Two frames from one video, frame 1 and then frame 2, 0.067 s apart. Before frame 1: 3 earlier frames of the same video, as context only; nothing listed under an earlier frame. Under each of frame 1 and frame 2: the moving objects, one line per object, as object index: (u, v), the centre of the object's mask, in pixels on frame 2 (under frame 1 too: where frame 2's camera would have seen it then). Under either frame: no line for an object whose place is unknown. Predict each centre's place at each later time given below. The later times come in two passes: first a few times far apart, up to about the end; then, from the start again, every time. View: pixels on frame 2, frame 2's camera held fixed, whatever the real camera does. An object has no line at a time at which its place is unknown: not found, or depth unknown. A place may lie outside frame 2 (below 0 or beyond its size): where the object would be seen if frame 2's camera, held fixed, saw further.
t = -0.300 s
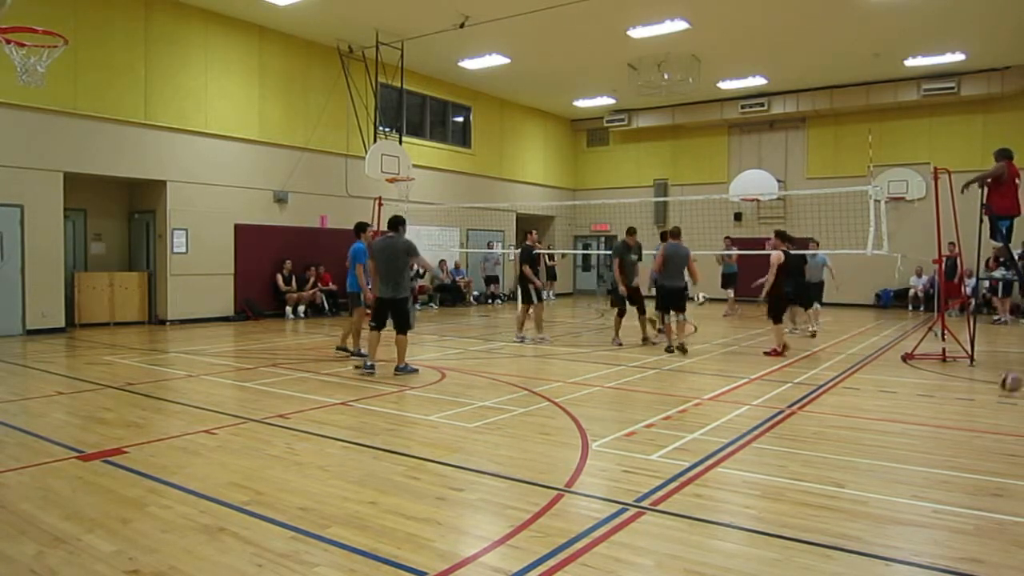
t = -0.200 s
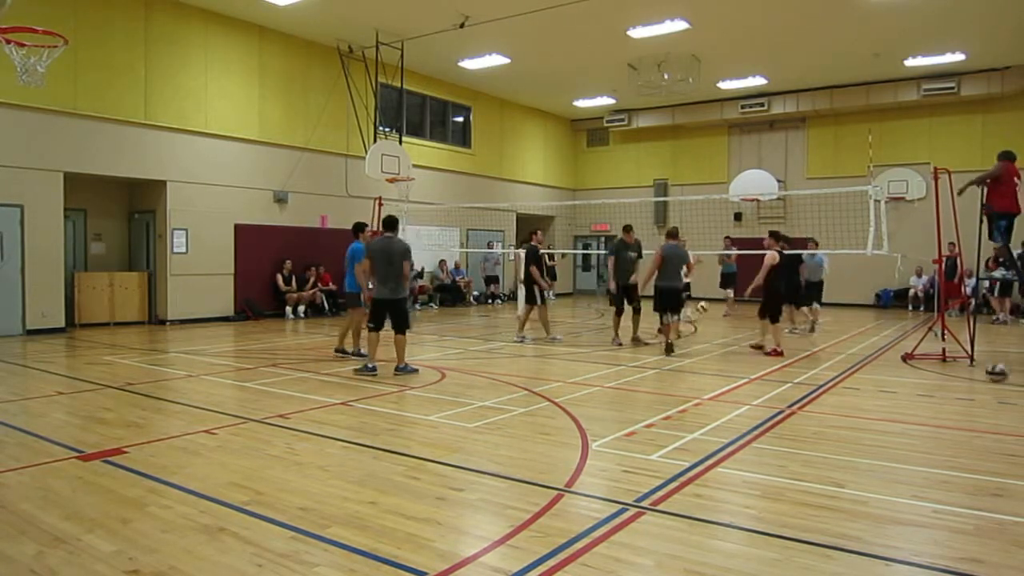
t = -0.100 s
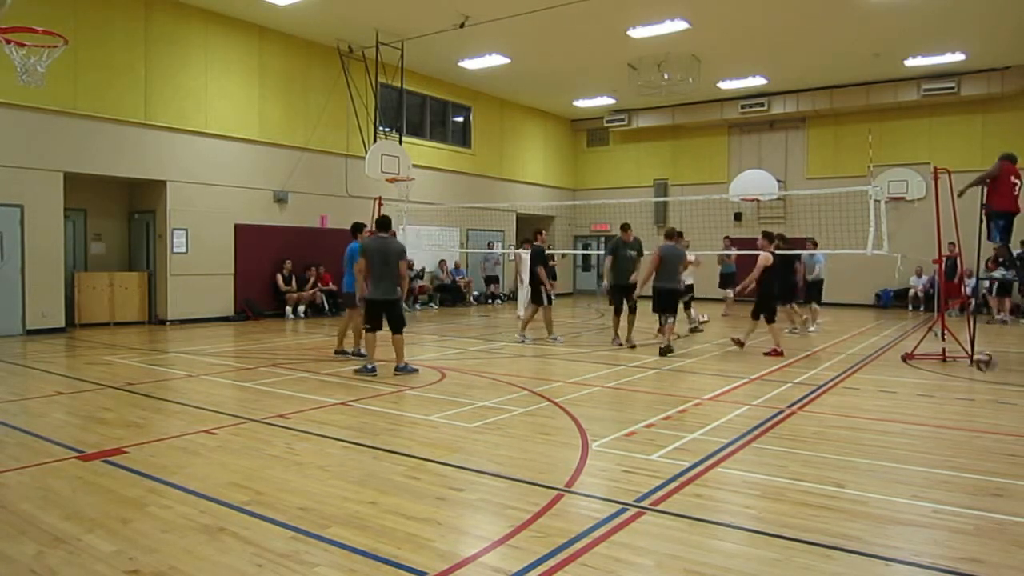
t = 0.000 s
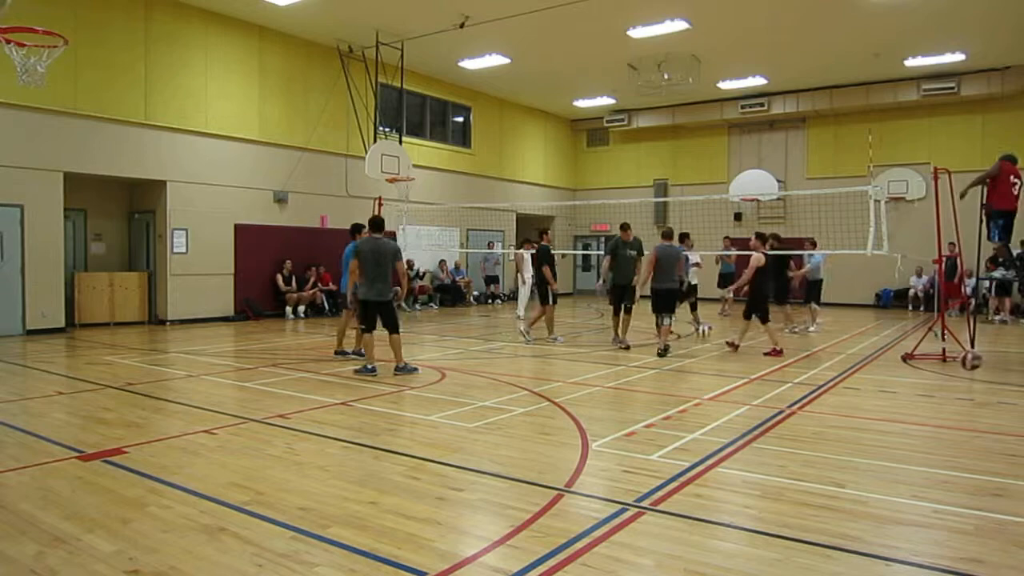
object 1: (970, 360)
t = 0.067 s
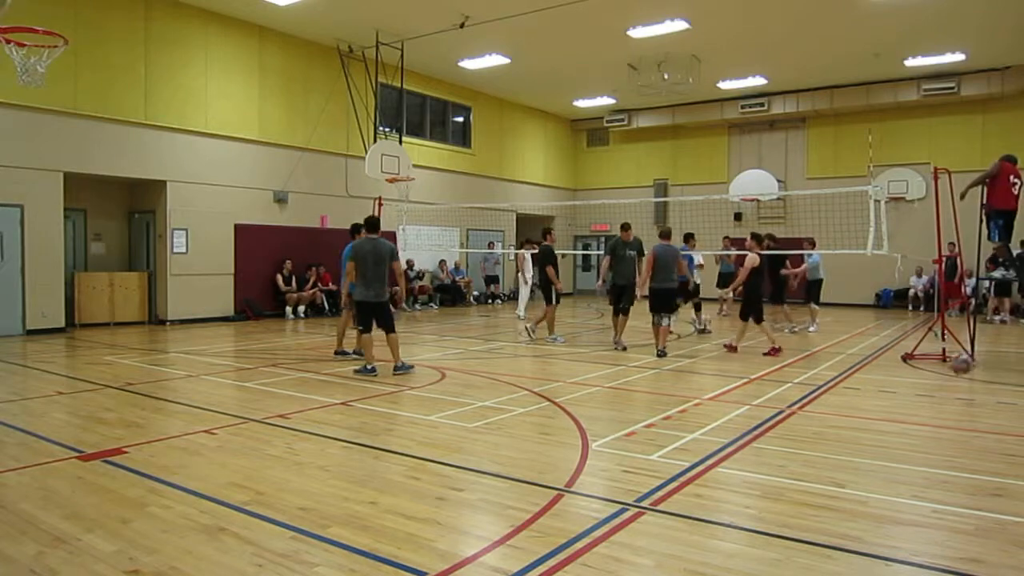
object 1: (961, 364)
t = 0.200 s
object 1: (940, 388)
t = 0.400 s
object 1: (911, 376)
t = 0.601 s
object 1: (881, 389)
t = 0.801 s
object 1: (849, 390)
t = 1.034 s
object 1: (809, 408)
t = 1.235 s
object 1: (773, 402)
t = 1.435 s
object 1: (735, 412)
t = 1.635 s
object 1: (694, 424)
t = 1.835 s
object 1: (652, 428)
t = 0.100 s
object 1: (956, 368)
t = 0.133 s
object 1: (951, 374)
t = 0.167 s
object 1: (946, 380)
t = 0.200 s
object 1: (940, 388)
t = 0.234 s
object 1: (935, 396)
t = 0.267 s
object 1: (931, 391)
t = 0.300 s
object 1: (926, 386)
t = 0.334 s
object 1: (921, 381)
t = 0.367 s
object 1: (916, 378)
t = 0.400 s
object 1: (911, 376)
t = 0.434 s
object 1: (907, 375)
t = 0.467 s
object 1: (902, 376)
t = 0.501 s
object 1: (896, 377)
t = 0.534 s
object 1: (891, 379)
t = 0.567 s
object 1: (886, 383)
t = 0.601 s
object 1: (881, 389)
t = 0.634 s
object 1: (875, 395)
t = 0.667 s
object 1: (870, 403)
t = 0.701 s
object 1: (864, 400)
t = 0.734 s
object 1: (859, 395)
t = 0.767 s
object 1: (854, 392)
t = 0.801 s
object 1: (849, 390)
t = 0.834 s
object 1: (844, 388)
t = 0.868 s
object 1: (838, 389)
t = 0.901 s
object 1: (832, 390)
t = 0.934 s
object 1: (827, 393)
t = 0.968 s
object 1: (821, 396)
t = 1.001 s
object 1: (815, 402)
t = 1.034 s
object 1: (809, 408)
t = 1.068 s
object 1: (803, 409)
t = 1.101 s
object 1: (797, 405)
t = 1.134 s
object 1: (790, 402)
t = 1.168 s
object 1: (785, 401)
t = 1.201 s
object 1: (779, 401)
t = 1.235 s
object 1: (773, 402)
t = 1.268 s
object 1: (766, 404)
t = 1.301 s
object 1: (760, 408)
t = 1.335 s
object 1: (754, 414)
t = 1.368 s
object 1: (747, 419)
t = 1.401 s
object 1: (741, 415)
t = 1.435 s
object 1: (735, 412)
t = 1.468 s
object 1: (728, 411)
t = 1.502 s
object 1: (721, 412)
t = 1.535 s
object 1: (715, 413)
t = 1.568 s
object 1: (708, 417)
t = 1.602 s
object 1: (700, 421)
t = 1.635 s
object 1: (694, 424)
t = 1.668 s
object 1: (687, 421)
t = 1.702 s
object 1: (680, 419)
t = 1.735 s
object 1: (673, 419)
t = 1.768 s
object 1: (666, 420)
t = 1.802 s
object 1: (659, 423)
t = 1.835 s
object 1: (652, 428)
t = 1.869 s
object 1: (645, 430)
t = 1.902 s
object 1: (638, 427)
